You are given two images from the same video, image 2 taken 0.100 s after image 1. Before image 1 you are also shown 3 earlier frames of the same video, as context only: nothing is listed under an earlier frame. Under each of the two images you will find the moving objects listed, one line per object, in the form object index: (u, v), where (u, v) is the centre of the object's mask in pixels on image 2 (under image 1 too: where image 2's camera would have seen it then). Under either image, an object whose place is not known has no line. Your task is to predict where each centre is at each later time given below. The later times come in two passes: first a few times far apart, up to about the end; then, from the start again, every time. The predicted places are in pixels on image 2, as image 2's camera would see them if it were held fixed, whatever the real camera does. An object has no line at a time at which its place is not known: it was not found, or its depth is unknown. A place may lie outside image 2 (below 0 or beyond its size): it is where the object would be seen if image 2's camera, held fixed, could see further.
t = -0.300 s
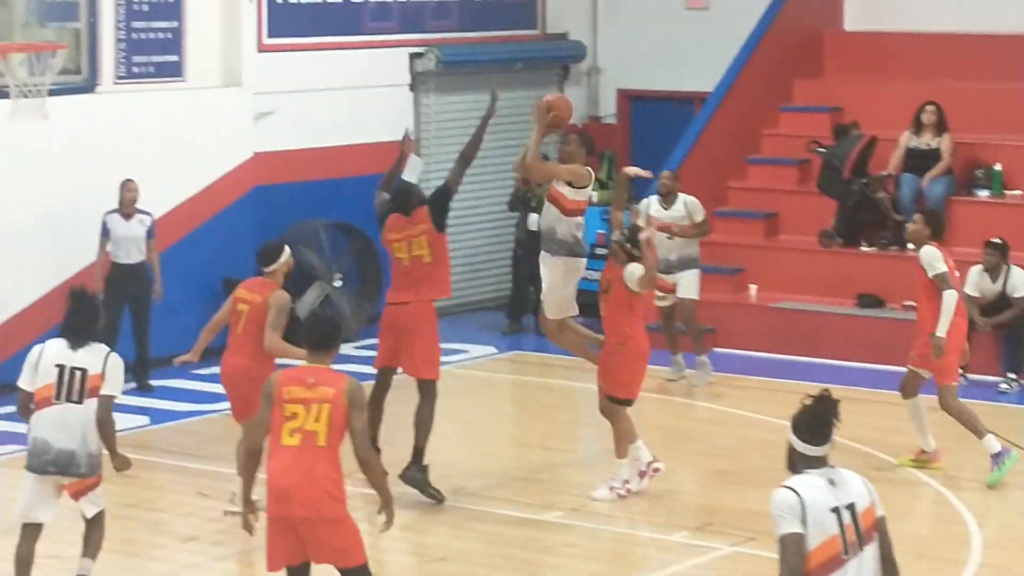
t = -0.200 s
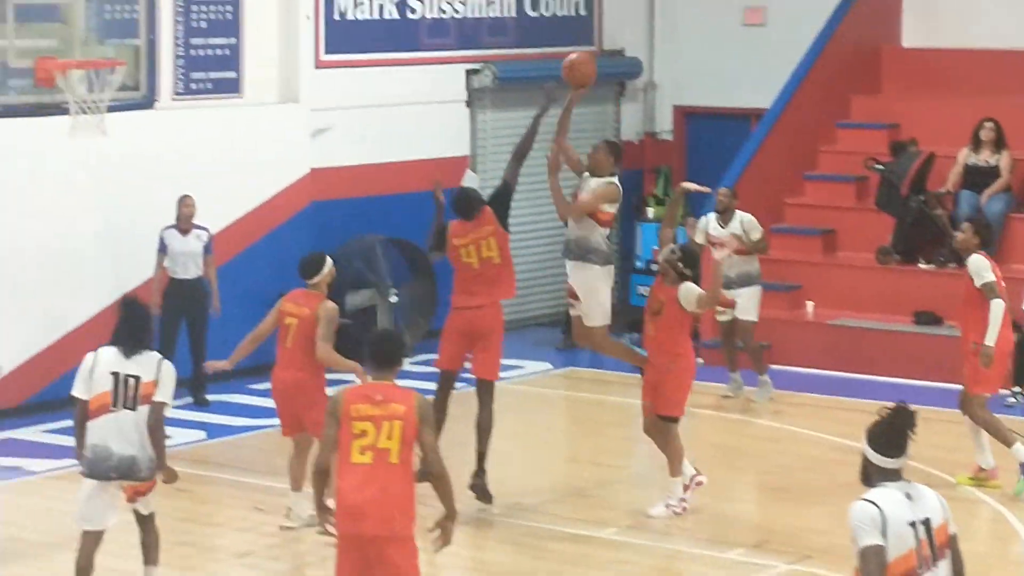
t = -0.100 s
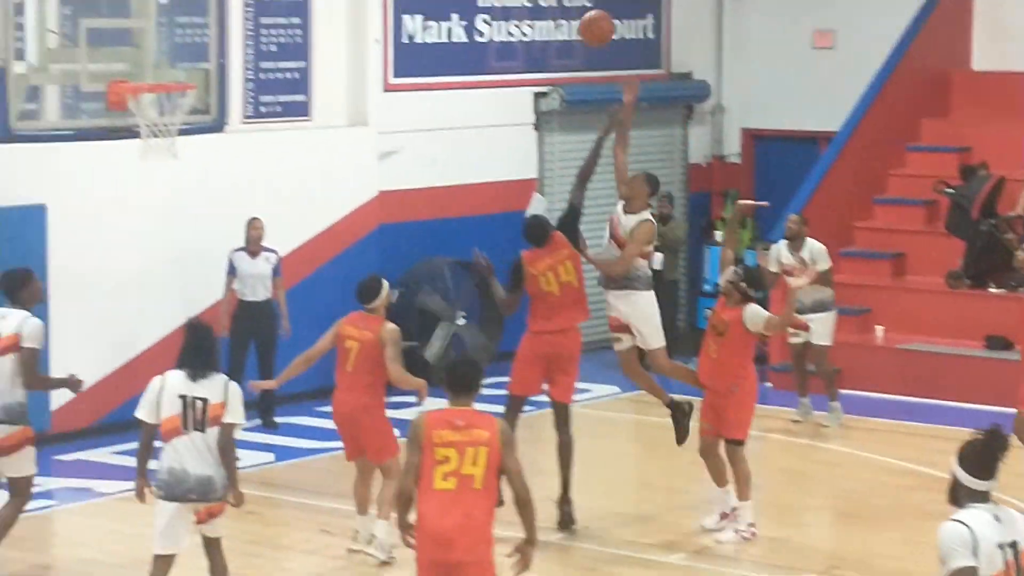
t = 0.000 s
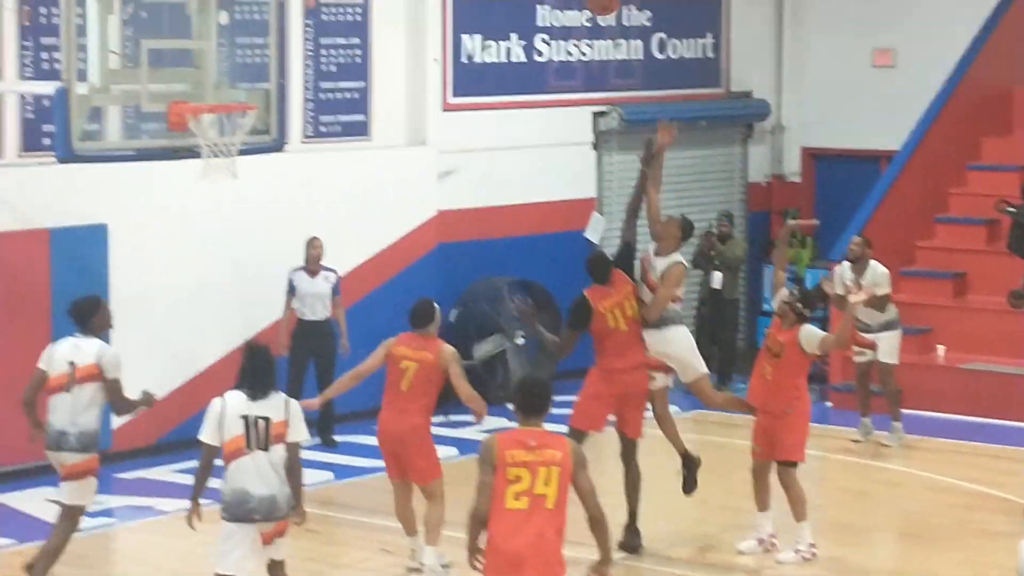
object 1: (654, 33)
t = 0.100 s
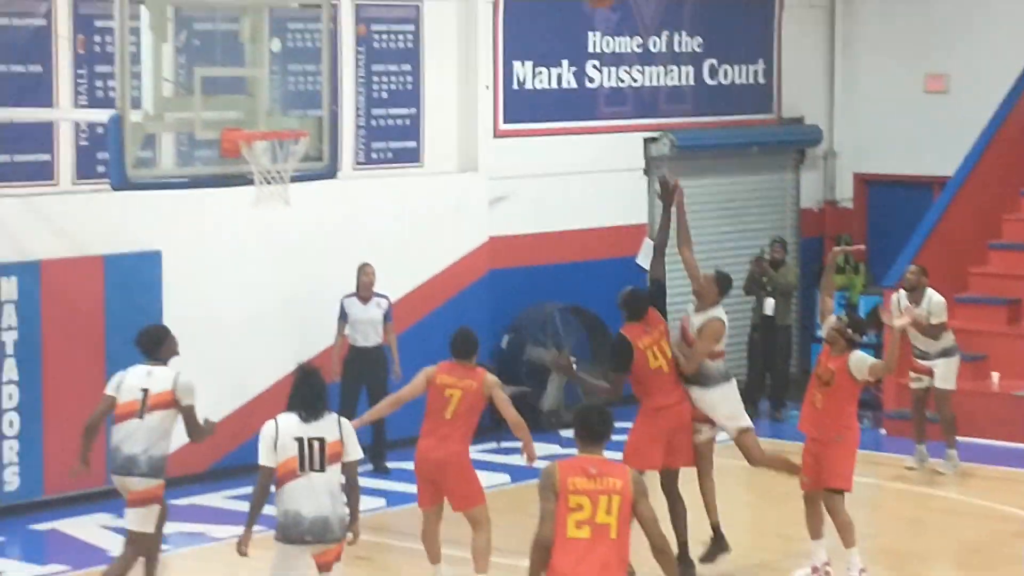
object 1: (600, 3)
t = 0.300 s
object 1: (495, -36)
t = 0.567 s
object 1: (355, 21)
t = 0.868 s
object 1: (287, 90)
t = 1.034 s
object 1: (320, 77)
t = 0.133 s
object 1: (583, -6)
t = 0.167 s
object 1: (565, -14)
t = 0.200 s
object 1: (547, -21)
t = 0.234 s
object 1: (530, -28)
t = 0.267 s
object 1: (512, -35)
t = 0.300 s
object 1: (495, -36)
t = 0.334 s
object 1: (476, -34)
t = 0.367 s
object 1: (459, -32)
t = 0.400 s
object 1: (441, -27)
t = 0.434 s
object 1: (424, -21)
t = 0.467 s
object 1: (406, -12)
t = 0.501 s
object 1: (389, -3)
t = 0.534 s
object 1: (371, 8)
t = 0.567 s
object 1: (355, 21)
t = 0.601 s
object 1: (336, 36)
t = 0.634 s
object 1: (320, 52)
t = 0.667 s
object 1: (302, 69)
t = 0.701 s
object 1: (285, 89)
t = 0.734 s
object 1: (268, 110)
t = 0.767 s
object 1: (268, 116)
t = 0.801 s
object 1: (274, 106)
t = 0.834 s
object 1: (280, 97)
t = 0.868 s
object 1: (287, 90)
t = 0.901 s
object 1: (294, 84)
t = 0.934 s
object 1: (300, 79)
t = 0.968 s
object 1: (307, 77)
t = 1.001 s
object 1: (313, 76)
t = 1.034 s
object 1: (320, 77)
